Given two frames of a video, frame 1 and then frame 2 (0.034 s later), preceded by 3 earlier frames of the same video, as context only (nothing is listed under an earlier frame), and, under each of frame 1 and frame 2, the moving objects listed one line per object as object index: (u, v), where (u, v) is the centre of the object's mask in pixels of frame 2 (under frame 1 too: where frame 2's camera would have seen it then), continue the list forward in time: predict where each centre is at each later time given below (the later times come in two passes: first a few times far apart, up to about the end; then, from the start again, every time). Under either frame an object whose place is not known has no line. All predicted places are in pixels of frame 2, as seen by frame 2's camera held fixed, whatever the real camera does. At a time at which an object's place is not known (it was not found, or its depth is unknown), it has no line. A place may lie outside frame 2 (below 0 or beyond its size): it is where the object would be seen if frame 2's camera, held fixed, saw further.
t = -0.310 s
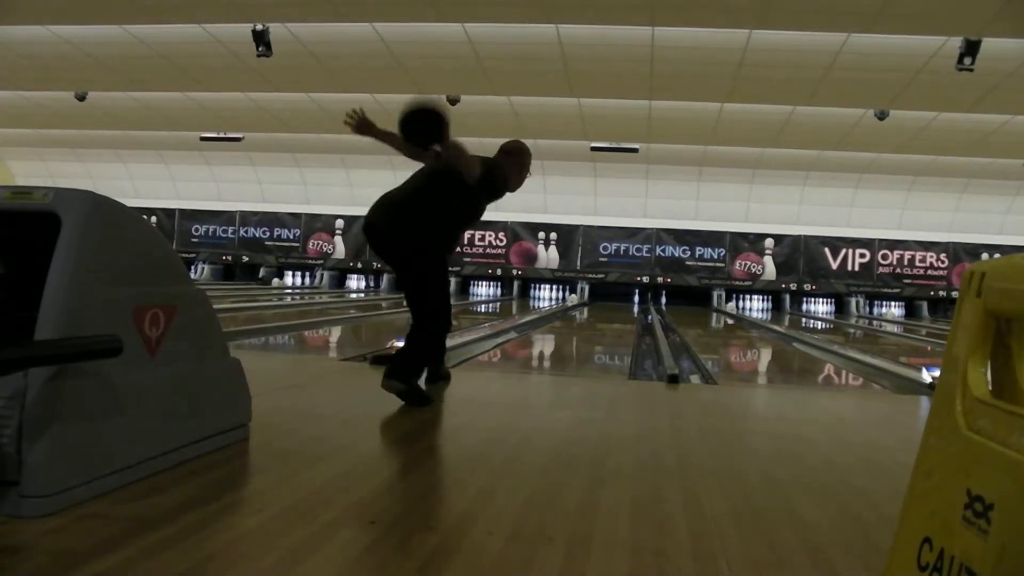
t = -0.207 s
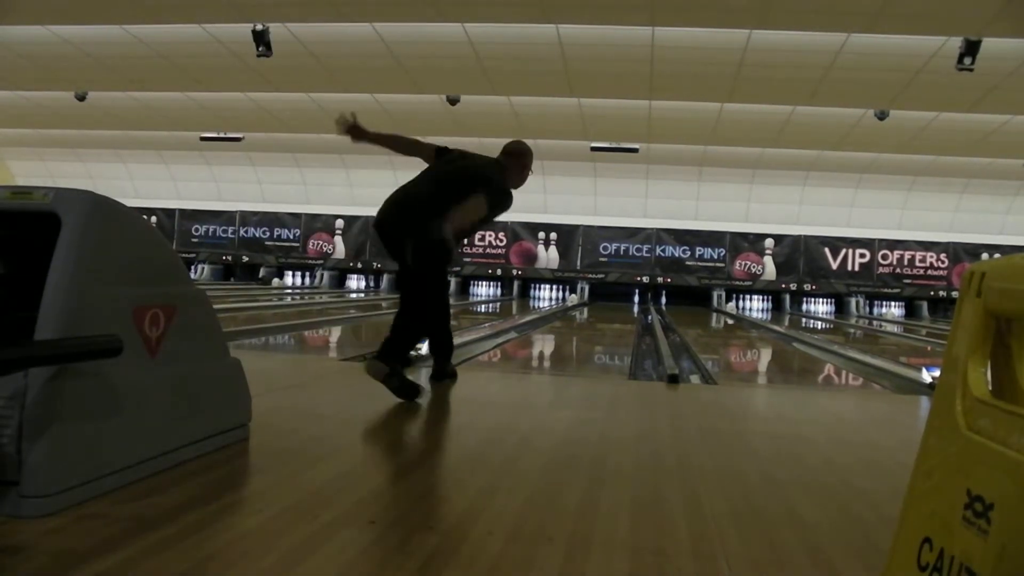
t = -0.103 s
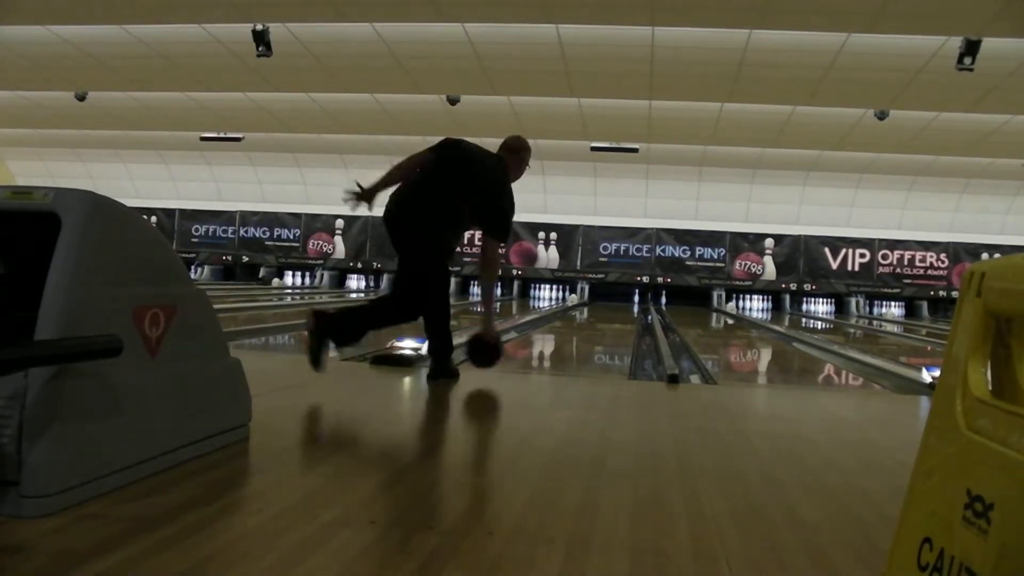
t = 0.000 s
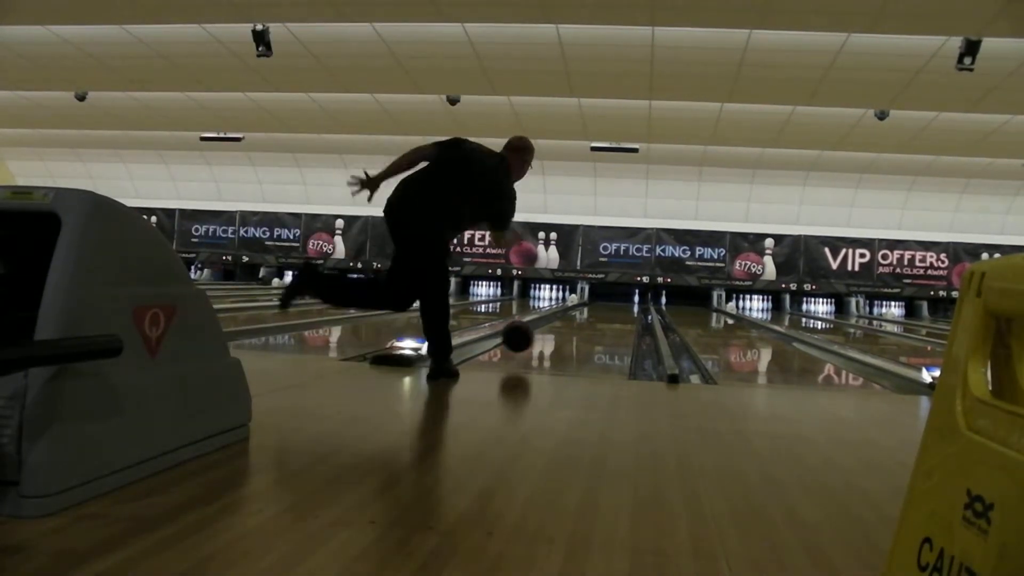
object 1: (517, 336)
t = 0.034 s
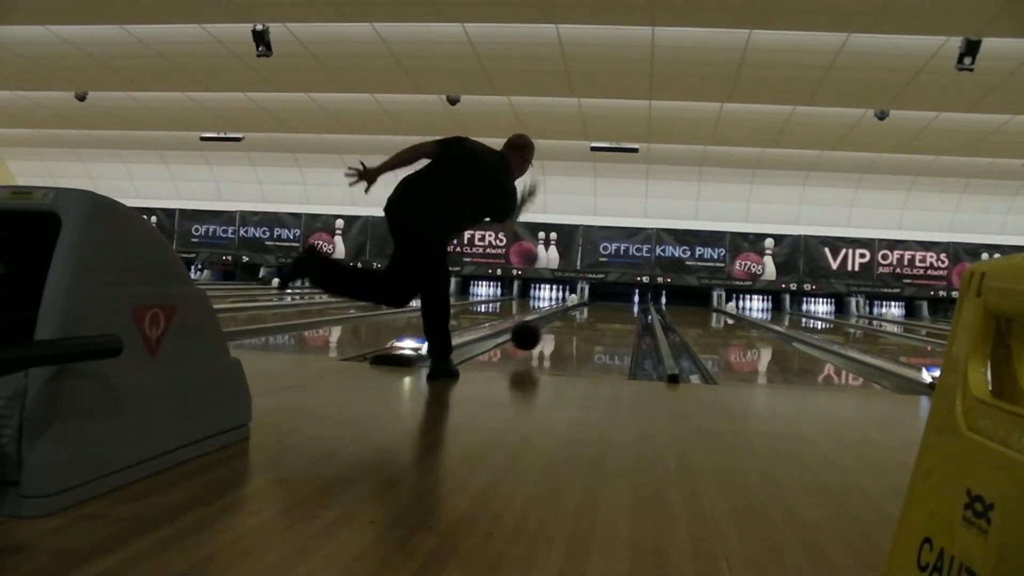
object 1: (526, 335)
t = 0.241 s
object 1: (564, 330)
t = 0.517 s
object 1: (593, 320)
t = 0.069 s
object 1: (534, 336)
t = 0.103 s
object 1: (540, 337)
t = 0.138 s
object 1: (547, 336)
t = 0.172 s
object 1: (553, 333)
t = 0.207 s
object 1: (558, 332)
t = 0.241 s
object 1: (564, 330)
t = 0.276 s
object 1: (569, 329)
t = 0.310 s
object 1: (573, 328)
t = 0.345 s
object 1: (577, 326)
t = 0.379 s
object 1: (581, 324)
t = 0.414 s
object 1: (584, 323)
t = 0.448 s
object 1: (587, 322)
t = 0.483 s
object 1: (590, 321)
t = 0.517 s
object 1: (593, 320)
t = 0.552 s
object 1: (596, 320)
